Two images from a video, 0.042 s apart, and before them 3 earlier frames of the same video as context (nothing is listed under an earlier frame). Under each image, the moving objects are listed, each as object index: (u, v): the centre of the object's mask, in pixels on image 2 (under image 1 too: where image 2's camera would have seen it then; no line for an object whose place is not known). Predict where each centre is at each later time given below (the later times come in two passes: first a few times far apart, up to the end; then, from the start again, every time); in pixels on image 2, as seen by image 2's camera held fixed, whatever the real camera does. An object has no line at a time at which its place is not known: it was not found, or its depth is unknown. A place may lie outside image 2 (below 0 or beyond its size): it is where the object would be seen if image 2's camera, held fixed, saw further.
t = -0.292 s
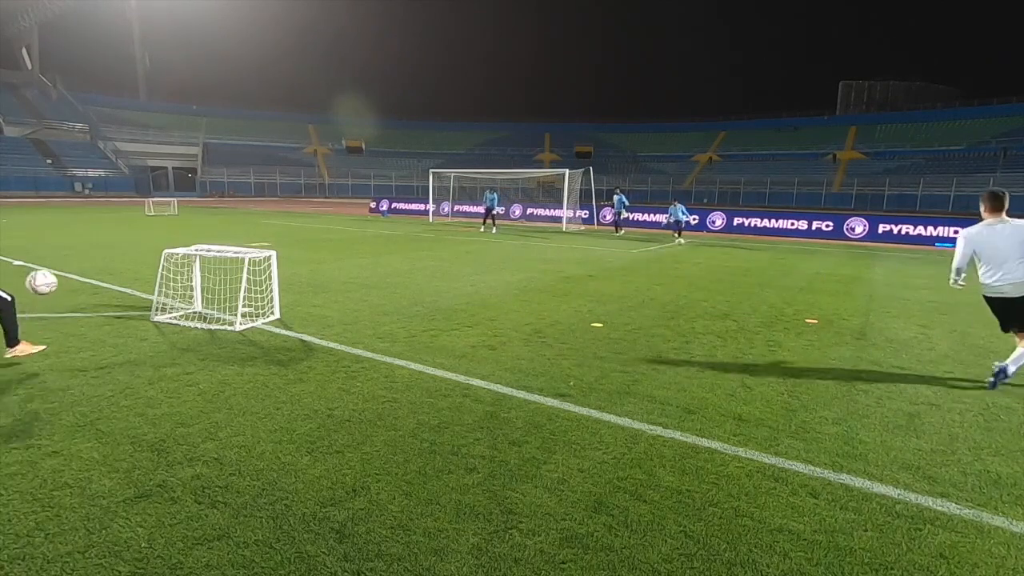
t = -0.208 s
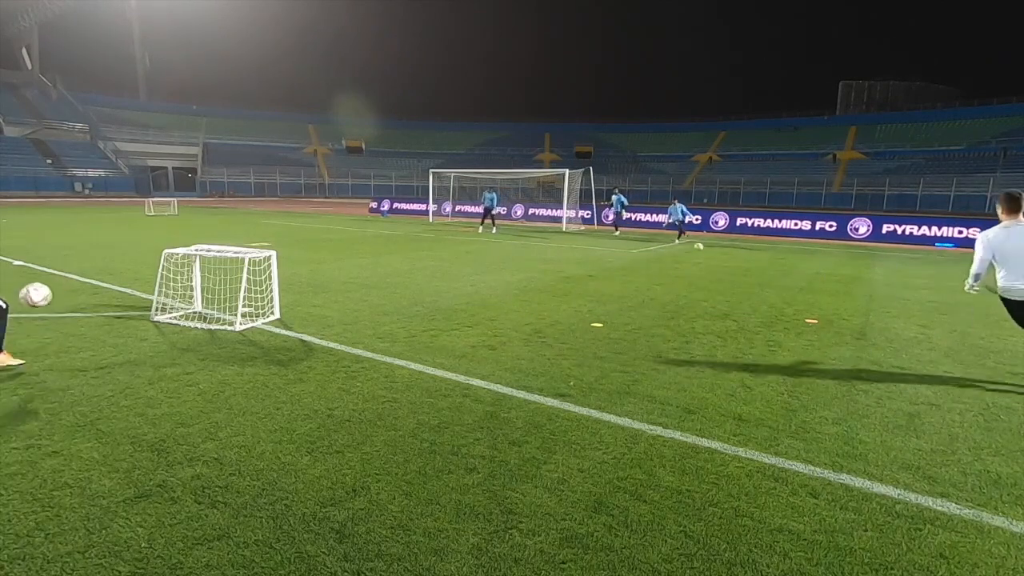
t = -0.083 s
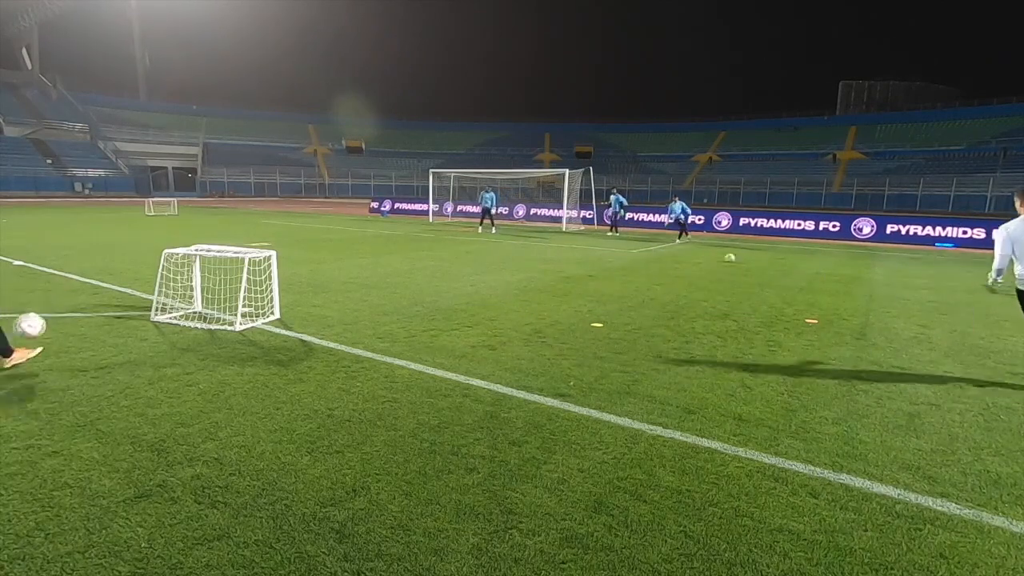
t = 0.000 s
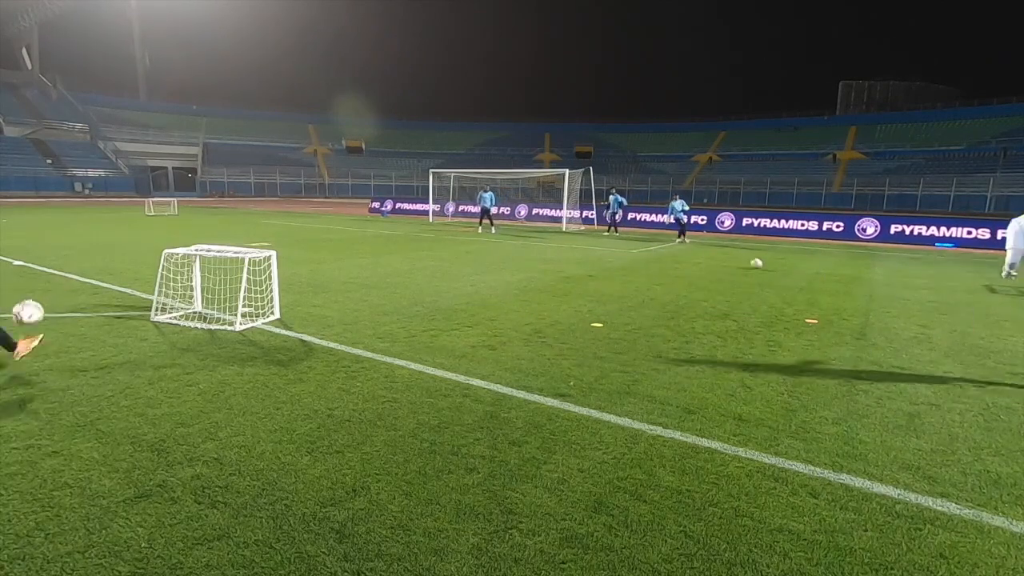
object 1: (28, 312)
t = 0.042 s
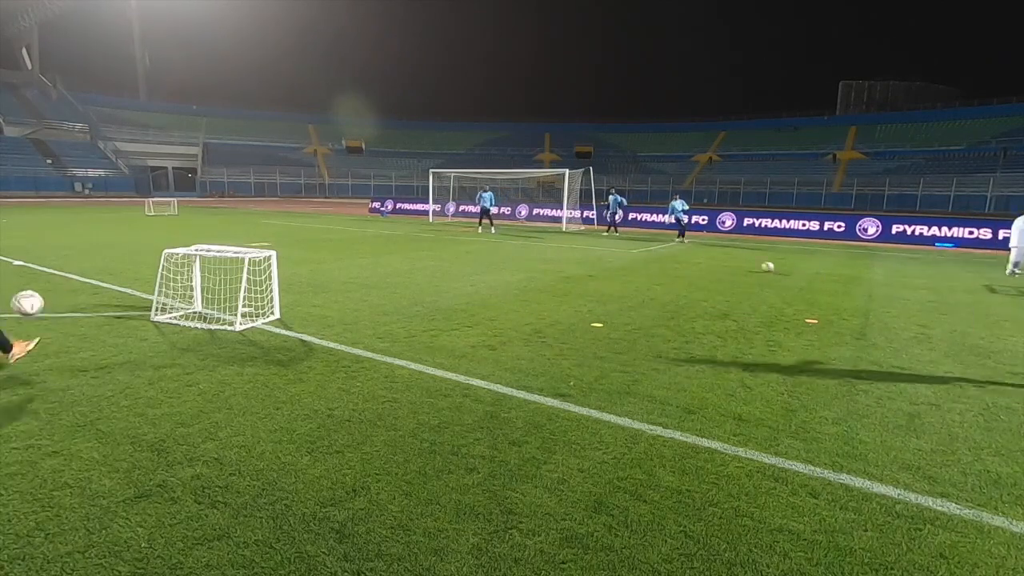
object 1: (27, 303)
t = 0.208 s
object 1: (28, 272)
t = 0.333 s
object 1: (32, 269)
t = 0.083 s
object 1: (27, 290)
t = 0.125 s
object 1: (27, 284)
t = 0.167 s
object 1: (28, 275)
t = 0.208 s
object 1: (28, 272)
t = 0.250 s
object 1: (30, 268)
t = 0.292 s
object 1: (30, 268)
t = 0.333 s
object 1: (32, 269)
